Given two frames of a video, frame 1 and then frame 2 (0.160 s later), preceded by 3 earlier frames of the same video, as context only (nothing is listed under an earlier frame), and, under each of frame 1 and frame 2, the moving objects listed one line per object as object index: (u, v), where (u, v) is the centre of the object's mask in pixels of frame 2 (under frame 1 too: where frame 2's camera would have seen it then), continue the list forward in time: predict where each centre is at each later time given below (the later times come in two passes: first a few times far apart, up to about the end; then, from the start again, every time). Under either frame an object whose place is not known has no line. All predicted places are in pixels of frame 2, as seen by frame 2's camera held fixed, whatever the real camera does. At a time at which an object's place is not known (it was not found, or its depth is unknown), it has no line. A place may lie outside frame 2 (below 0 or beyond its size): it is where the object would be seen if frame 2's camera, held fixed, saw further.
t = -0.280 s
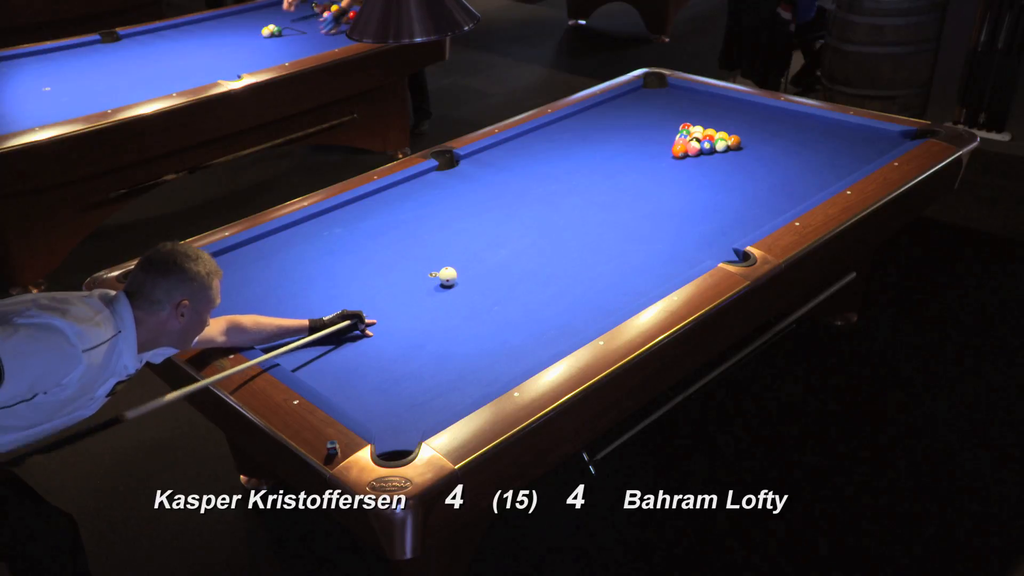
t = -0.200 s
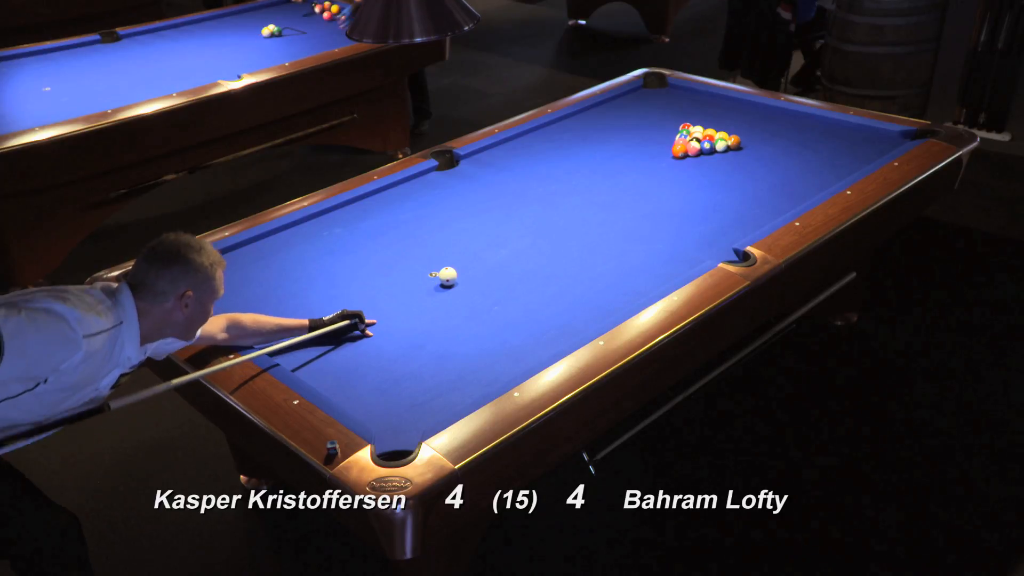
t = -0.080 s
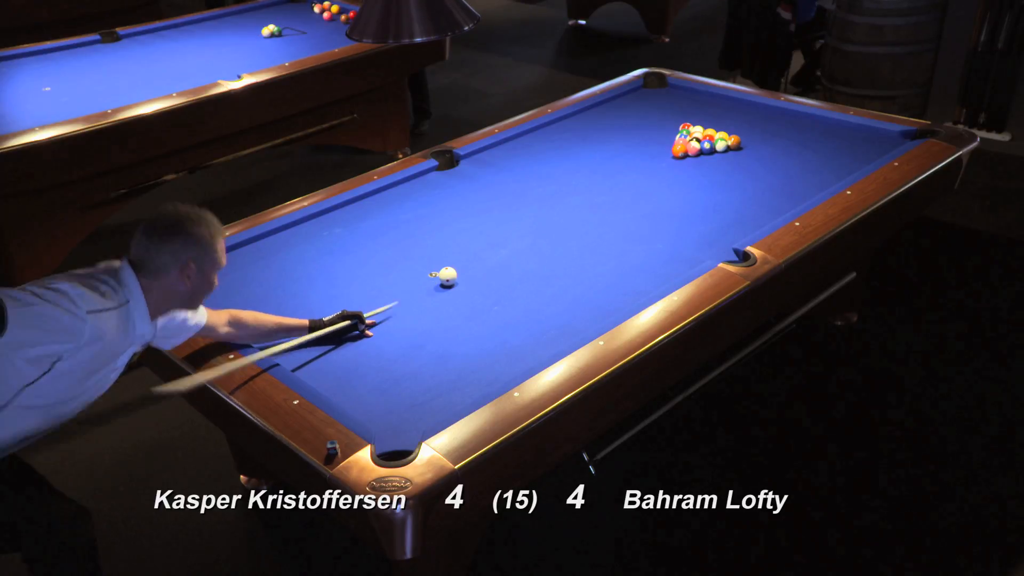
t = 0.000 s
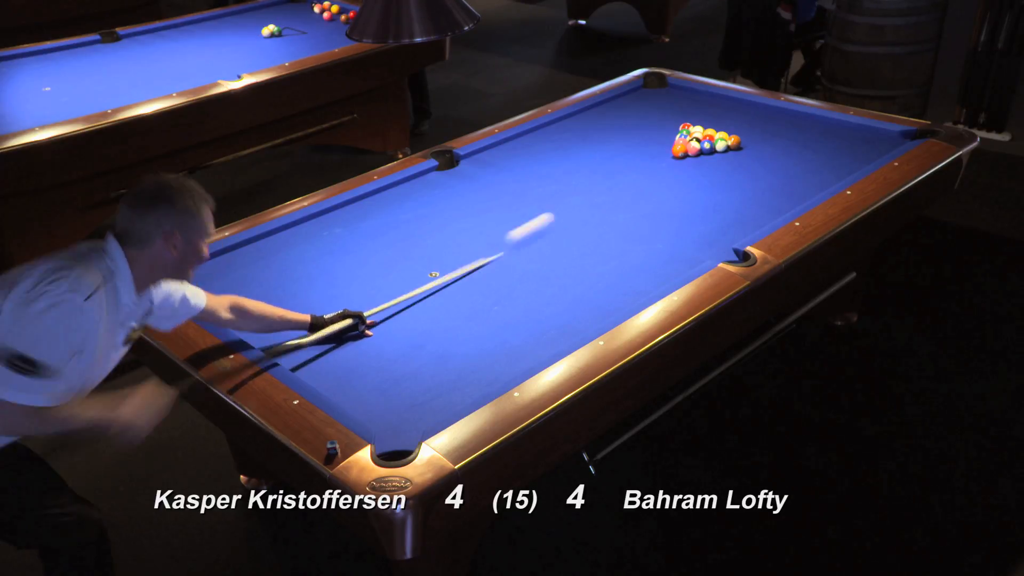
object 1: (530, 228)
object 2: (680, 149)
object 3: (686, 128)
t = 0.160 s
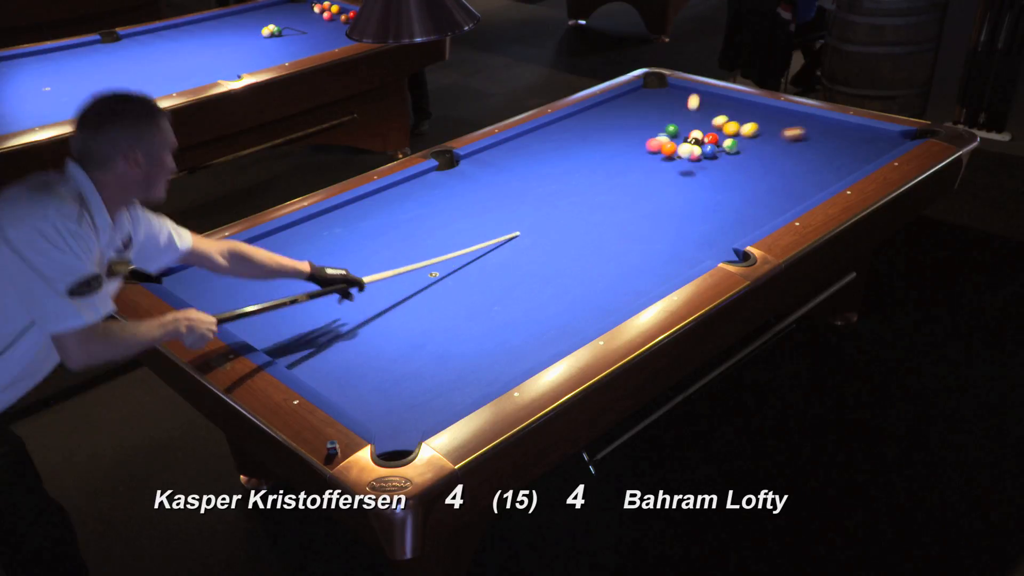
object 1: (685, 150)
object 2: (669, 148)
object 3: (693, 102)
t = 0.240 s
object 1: (700, 162)
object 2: (657, 154)
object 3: (667, 96)
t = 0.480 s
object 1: (748, 210)
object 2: (621, 161)
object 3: (562, 129)
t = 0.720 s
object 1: (727, 216)
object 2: (586, 167)
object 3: (535, 152)
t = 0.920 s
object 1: (690, 208)
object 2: (558, 172)
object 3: (517, 166)
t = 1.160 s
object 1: (650, 199)
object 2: (524, 179)
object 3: (496, 183)
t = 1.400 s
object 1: (613, 190)
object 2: (491, 185)
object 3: (472, 201)
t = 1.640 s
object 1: (578, 182)
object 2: (458, 191)
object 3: (448, 219)
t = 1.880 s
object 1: (546, 175)
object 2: (426, 197)
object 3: (423, 238)
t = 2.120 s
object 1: (517, 168)
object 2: (395, 203)
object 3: (396, 258)
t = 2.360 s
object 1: (490, 162)
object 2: (365, 208)
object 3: (368, 279)
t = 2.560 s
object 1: (469, 157)
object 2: (340, 212)
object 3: (344, 298)
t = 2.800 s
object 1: (476, 162)
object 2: (316, 218)
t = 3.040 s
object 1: (484, 168)
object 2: (323, 221)
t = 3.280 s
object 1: (492, 173)
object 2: (340, 224)
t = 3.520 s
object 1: (500, 179)
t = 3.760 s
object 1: (507, 183)
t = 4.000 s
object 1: (514, 188)
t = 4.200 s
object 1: (520, 192)
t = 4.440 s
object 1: (526, 196)
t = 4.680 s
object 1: (531, 200)
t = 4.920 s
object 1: (537, 202)
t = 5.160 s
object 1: (542, 205)
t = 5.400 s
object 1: (546, 208)
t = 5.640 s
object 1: (549, 210)
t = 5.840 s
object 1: (551, 211)
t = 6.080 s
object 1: (554, 212)
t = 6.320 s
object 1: (555, 213)
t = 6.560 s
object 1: (556, 213)
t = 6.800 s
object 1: (555, 213)
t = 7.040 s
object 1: (555, 213)
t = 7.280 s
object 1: (555, 213)
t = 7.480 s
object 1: (555, 213)
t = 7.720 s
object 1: (555, 213)
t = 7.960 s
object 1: (555, 213)
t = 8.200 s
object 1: (555, 213)
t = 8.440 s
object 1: (555, 213)
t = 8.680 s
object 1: (555, 213)
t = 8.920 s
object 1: (555, 213)
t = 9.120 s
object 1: (555, 213)
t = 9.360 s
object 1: (555, 213)
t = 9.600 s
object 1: (555, 213)
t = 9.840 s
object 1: (555, 213)
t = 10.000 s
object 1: (555, 213)
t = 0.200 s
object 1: (693, 154)
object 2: (663, 153)
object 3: (691, 91)
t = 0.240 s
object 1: (700, 162)
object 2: (657, 154)
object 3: (667, 96)
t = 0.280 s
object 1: (707, 174)
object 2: (651, 155)
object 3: (641, 100)
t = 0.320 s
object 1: (715, 188)
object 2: (645, 156)
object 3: (617, 104)
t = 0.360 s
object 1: (722, 190)
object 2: (639, 158)
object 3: (592, 109)
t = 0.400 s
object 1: (730, 196)
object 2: (633, 159)
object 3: (578, 115)
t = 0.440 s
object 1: (739, 206)
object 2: (627, 160)
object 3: (570, 123)
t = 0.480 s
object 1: (748, 210)
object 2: (621, 161)
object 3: (562, 129)
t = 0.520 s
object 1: (757, 217)
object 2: (616, 162)
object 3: (555, 136)
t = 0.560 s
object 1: (762, 221)
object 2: (610, 163)
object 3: (548, 142)
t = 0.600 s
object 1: (752, 221)
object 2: (604, 164)
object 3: (544, 147)
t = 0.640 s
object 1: (743, 219)
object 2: (598, 165)
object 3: (541, 148)
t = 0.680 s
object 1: (734, 217)
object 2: (592, 166)
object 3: (538, 151)
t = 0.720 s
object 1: (727, 216)
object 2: (586, 167)
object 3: (535, 152)
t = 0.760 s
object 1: (719, 214)
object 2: (581, 168)
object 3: (532, 155)
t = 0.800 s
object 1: (712, 212)
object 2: (575, 169)
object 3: (529, 158)
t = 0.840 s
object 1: (704, 211)
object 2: (569, 170)
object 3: (525, 161)
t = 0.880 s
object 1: (697, 209)
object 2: (564, 171)
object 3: (521, 164)
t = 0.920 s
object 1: (690, 208)
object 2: (558, 172)
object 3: (517, 166)
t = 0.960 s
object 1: (682, 205)
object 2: (552, 174)
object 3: (514, 169)
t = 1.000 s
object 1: (676, 204)
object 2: (546, 175)
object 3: (510, 172)
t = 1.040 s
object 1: (670, 203)
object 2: (541, 176)
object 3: (507, 175)
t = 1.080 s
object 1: (663, 201)
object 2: (535, 177)
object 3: (503, 178)
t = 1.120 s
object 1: (656, 200)
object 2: (530, 178)
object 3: (499, 180)
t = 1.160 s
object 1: (650, 199)
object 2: (524, 179)
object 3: (496, 183)
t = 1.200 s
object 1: (643, 197)
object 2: (518, 180)
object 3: (491, 186)
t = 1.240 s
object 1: (637, 195)
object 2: (513, 181)
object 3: (488, 189)
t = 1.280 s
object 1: (631, 194)
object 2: (507, 182)
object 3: (484, 192)
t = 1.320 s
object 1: (625, 193)
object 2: (502, 183)
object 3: (480, 195)
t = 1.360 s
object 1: (619, 191)
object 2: (496, 184)
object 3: (476, 198)
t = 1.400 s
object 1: (613, 190)
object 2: (491, 185)
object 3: (472, 201)
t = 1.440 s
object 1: (607, 189)
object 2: (485, 186)
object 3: (468, 203)
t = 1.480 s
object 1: (601, 187)
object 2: (480, 187)
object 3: (464, 207)
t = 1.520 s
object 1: (595, 186)
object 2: (474, 188)
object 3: (460, 210)
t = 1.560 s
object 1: (589, 185)
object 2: (469, 189)
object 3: (456, 213)
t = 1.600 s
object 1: (584, 183)
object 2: (464, 190)
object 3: (452, 216)
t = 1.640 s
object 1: (578, 182)
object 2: (458, 191)
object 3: (448, 219)
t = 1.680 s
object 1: (573, 181)
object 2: (453, 192)
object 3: (444, 222)
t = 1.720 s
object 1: (567, 180)
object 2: (447, 193)
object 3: (440, 225)
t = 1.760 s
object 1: (562, 178)
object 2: (442, 194)
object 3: (435, 228)
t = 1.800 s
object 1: (557, 177)
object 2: (437, 195)
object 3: (431, 232)
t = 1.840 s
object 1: (551, 176)
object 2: (432, 196)
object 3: (426, 235)
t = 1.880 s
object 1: (546, 175)
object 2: (426, 197)
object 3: (423, 238)
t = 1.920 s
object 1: (541, 174)
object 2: (421, 198)
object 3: (418, 242)
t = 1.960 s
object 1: (536, 173)
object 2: (416, 199)
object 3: (414, 245)
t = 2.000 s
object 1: (531, 172)
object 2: (411, 200)
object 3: (409, 248)
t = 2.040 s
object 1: (526, 170)
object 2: (406, 201)
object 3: (405, 252)
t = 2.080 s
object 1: (522, 169)
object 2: (401, 201)
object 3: (400, 255)
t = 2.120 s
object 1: (517, 168)
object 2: (395, 203)
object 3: (396, 258)
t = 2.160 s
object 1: (512, 167)
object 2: (390, 204)
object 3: (391, 262)
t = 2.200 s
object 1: (508, 166)
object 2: (385, 204)
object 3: (387, 265)
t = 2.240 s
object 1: (503, 165)
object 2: (380, 205)
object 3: (382, 269)
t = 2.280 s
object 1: (499, 164)
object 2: (375, 206)
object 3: (377, 272)
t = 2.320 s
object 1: (494, 163)
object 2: (370, 207)
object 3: (372, 276)
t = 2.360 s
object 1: (490, 162)
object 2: (365, 208)
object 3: (368, 279)
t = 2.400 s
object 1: (485, 161)
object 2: (360, 209)
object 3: (363, 283)
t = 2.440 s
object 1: (481, 160)
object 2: (355, 210)
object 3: (358, 287)
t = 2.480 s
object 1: (477, 159)
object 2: (350, 210)
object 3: (354, 290)
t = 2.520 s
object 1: (473, 158)
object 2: (345, 211)
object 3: (349, 294)
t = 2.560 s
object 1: (469, 157)
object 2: (340, 212)
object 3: (344, 298)
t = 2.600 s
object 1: (469, 157)
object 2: (335, 213)
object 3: (339, 301)
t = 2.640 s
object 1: (471, 158)
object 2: (331, 214)
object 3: (334, 305)
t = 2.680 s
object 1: (472, 160)
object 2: (326, 215)
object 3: (329, 308)
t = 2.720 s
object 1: (473, 160)
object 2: (321, 216)
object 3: (324, 313)
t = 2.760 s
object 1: (475, 161)
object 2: (318, 217)
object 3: (319, 316)
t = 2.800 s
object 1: (476, 162)
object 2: (316, 218)
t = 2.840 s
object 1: (478, 163)
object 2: (314, 219)
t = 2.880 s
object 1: (479, 164)
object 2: (312, 220)
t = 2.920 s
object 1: (481, 165)
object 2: (312, 218)
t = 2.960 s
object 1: (482, 166)
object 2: (316, 219)
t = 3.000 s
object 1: (483, 167)
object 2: (320, 220)
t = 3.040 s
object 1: (484, 168)
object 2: (323, 221)
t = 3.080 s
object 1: (486, 169)
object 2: (326, 221)
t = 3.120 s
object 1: (487, 170)
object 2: (329, 222)
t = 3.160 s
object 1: (488, 171)
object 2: (332, 222)
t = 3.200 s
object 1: (490, 172)
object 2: (334, 223)
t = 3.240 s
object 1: (491, 173)
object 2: (337, 224)
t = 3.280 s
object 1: (492, 173)
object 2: (340, 224)
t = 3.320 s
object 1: (494, 174)
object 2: (343, 225)
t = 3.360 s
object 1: (495, 175)
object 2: (346, 225)
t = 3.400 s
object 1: (496, 176)
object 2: (348, 226)
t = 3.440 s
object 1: (497, 177)
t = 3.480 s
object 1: (499, 178)
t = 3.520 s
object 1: (500, 179)
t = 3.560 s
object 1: (501, 179)
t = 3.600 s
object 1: (503, 180)
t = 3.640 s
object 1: (504, 181)
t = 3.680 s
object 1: (505, 182)
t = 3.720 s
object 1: (506, 183)
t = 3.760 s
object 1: (507, 183)
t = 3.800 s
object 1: (509, 184)
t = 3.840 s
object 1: (510, 185)
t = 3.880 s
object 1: (511, 186)
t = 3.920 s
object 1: (512, 187)
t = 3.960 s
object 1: (513, 187)
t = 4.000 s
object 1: (514, 188)
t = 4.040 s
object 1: (515, 189)
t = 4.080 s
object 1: (516, 190)
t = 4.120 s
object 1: (517, 190)
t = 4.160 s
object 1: (518, 191)
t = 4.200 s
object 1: (520, 192)
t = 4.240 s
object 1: (521, 192)
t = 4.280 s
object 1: (521, 193)
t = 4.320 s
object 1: (523, 194)
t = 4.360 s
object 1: (524, 195)
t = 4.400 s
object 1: (525, 195)
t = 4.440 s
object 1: (526, 196)
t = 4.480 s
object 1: (527, 196)
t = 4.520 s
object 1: (528, 197)
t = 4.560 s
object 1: (529, 197)
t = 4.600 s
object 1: (530, 199)
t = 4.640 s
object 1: (530, 199)
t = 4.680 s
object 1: (531, 200)
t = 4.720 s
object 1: (532, 200)
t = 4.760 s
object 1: (533, 200)
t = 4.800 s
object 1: (534, 201)
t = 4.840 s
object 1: (535, 202)
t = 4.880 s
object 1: (536, 202)
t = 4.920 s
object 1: (537, 202)
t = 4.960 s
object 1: (537, 203)
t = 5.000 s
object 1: (538, 203)
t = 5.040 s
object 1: (539, 204)
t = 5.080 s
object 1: (540, 205)
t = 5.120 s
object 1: (541, 205)
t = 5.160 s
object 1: (542, 205)
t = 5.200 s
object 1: (542, 206)
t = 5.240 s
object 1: (543, 206)
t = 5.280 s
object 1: (544, 207)
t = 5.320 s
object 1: (544, 207)
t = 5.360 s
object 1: (545, 207)
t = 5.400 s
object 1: (546, 208)
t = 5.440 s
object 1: (546, 208)
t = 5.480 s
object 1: (547, 209)
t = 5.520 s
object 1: (547, 209)
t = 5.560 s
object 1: (548, 210)
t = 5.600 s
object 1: (548, 210)
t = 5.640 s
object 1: (549, 210)
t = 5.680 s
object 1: (549, 210)
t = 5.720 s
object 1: (550, 210)
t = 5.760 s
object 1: (550, 211)
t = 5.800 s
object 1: (551, 211)
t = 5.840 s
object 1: (551, 211)
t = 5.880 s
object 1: (552, 211)
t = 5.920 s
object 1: (552, 212)
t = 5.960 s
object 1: (552, 212)
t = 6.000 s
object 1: (553, 212)
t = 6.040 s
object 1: (553, 212)
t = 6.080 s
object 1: (554, 212)
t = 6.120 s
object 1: (554, 212)
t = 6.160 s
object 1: (554, 212)
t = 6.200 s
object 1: (554, 213)
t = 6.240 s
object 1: (555, 213)
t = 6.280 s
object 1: (555, 213)
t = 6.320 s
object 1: (555, 213)
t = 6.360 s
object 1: (555, 213)
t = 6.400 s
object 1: (555, 213)
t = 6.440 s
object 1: (556, 213)
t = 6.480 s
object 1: (556, 213)
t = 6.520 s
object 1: (556, 213)
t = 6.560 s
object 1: (556, 213)
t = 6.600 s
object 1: (556, 213)
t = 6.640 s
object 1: (556, 213)
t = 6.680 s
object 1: (556, 213)
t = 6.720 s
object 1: (556, 213)
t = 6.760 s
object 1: (555, 213)
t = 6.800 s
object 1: (555, 213)
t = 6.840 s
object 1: (555, 213)
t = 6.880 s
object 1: (555, 213)
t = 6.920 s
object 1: (555, 213)
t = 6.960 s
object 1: (555, 213)
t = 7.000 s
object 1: (555, 213)
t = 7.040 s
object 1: (555, 213)
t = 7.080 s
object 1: (555, 213)
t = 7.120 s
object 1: (555, 213)
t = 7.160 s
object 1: (555, 213)
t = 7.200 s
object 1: (555, 213)
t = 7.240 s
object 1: (555, 213)
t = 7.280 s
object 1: (555, 213)
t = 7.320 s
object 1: (555, 213)
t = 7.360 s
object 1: (555, 213)
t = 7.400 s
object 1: (555, 213)
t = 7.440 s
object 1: (555, 213)
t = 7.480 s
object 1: (555, 213)
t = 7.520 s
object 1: (555, 213)
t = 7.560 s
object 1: (555, 213)
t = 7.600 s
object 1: (555, 213)
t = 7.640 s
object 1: (555, 213)
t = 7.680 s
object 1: (555, 213)
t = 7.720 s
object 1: (555, 213)
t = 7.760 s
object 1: (555, 213)
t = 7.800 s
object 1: (555, 213)
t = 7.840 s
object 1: (555, 213)
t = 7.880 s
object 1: (555, 213)
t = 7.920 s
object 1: (555, 213)
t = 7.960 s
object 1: (555, 213)
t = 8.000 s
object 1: (555, 213)
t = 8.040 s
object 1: (555, 213)
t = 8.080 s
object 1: (555, 213)
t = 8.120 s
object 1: (555, 213)
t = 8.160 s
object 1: (555, 213)
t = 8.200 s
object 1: (555, 213)
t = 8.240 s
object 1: (555, 213)
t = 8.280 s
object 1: (555, 213)
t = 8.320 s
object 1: (555, 213)
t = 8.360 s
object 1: (555, 213)
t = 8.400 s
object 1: (555, 213)
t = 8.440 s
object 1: (555, 213)
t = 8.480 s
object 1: (555, 213)
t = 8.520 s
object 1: (555, 213)
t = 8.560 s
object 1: (555, 213)
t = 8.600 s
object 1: (555, 213)
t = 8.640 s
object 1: (555, 213)
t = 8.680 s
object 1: (555, 213)
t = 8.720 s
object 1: (555, 213)
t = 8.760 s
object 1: (555, 213)
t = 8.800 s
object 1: (555, 213)
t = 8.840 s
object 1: (555, 213)
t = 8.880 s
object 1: (555, 213)
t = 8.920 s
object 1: (555, 213)
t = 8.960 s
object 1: (555, 213)
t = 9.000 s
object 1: (555, 213)
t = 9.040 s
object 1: (555, 213)
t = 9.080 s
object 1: (555, 213)
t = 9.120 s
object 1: (555, 213)
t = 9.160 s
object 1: (555, 213)
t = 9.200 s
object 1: (555, 213)
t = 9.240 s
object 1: (555, 213)
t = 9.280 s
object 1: (555, 213)
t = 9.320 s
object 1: (555, 213)
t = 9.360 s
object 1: (555, 213)
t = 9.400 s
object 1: (555, 213)
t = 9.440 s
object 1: (555, 213)
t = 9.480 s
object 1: (555, 213)
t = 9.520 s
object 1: (555, 213)
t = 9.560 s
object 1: (555, 213)
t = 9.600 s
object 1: (555, 213)
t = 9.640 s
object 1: (555, 213)
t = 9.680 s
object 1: (555, 213)
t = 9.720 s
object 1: (555, 213)
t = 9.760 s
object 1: (555, 213)
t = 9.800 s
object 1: (555, 213)
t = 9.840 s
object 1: (555, 213)
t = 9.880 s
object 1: (555, 213)
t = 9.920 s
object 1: (555, 213)
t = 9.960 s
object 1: (555, 213)
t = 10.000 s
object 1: (555, 213)
